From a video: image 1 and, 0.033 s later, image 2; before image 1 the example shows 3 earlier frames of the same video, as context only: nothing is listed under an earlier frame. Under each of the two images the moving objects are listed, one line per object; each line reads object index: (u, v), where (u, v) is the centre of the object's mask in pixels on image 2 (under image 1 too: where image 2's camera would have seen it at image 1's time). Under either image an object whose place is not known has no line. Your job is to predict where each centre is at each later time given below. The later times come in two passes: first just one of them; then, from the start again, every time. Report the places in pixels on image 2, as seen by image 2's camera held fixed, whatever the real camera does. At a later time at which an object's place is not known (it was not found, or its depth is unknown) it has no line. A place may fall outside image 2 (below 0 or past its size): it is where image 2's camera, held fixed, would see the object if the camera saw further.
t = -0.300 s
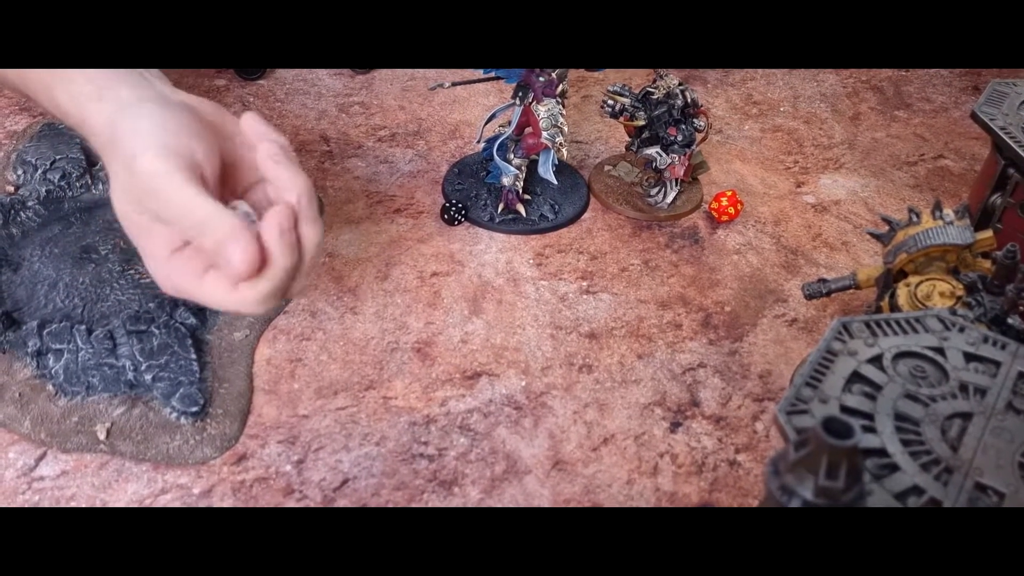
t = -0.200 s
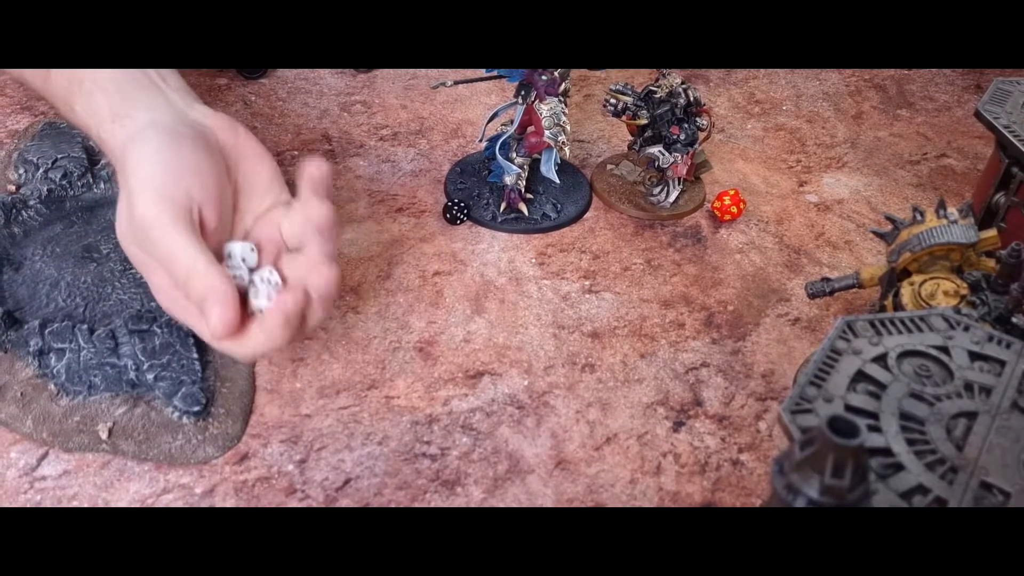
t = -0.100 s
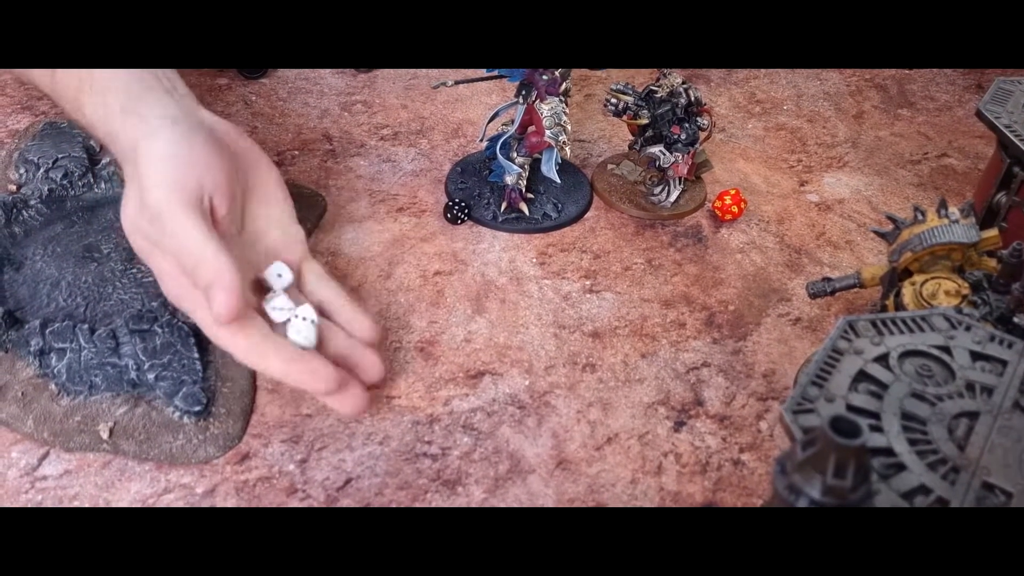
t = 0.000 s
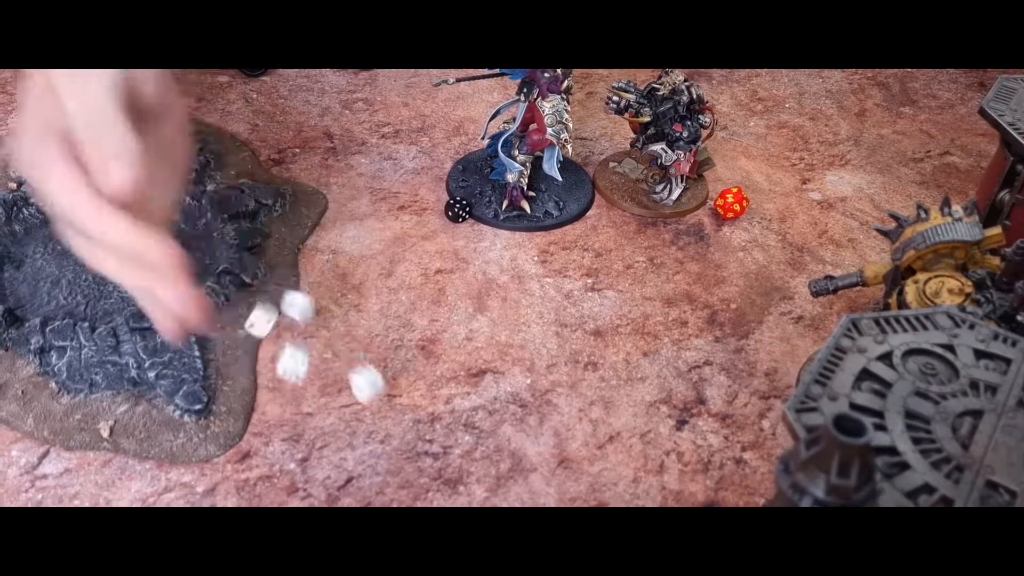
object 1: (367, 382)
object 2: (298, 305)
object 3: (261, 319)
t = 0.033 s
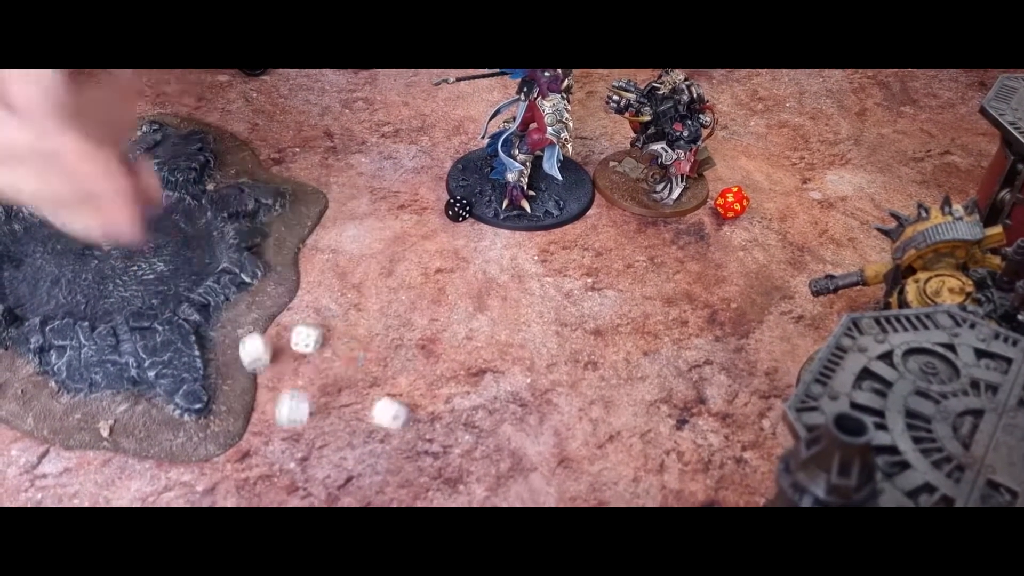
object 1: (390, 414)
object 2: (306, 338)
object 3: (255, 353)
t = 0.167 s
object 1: (492, 441)
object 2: (355, 351)
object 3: (303, 353)
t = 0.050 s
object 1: (401, 409)
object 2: (311, 332)
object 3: (261, 358)
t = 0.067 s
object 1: (414, 408)
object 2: (317, 328)
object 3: (270, 359)
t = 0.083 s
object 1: (426, 410)
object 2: (323, 326)
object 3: (277, 357)
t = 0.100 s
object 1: (437, 417)
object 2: (329, 329)
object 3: (283, 355)
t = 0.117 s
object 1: (452, 428)
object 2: (336, 336)
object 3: (289, 355)
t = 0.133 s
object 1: (462, 441)
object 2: (345, 346)
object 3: (295, 356)
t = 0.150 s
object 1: (477, 444)
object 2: (350, 356)
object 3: (300, 356)
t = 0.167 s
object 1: (492, 441)
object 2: (355, 351)
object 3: (303, 353)
